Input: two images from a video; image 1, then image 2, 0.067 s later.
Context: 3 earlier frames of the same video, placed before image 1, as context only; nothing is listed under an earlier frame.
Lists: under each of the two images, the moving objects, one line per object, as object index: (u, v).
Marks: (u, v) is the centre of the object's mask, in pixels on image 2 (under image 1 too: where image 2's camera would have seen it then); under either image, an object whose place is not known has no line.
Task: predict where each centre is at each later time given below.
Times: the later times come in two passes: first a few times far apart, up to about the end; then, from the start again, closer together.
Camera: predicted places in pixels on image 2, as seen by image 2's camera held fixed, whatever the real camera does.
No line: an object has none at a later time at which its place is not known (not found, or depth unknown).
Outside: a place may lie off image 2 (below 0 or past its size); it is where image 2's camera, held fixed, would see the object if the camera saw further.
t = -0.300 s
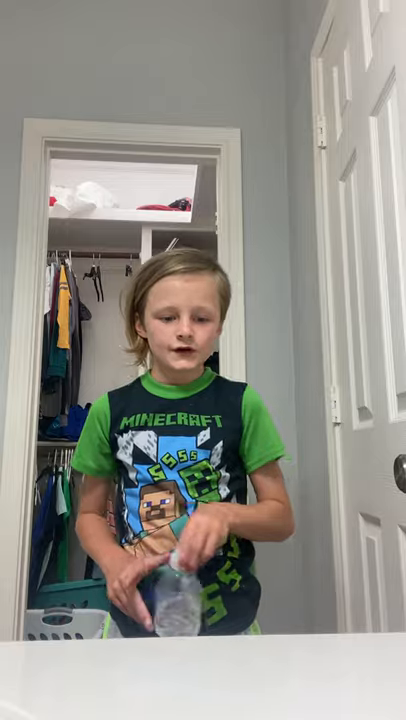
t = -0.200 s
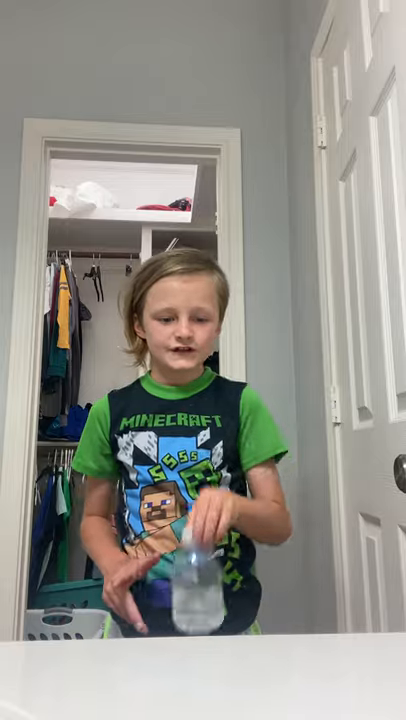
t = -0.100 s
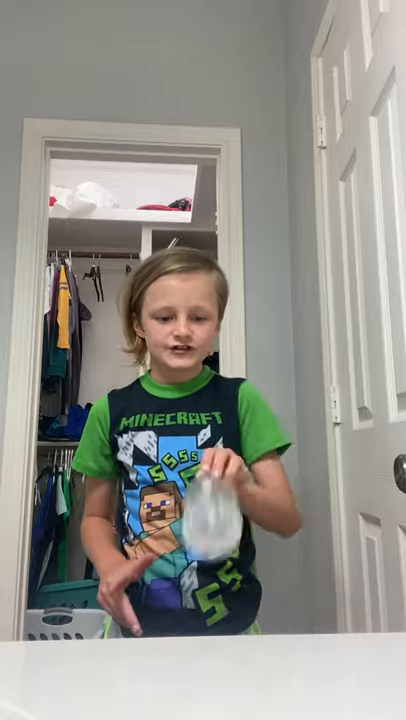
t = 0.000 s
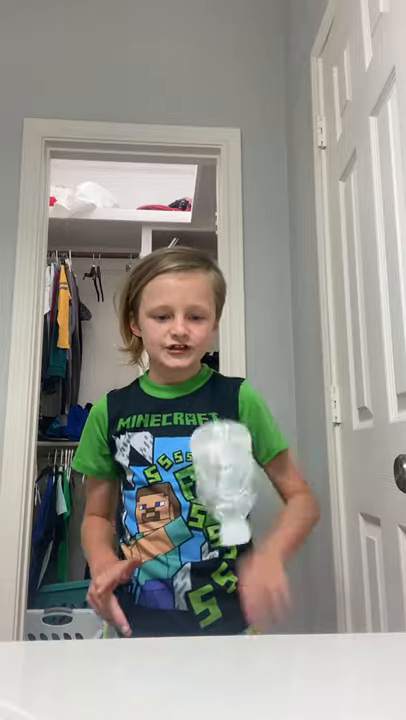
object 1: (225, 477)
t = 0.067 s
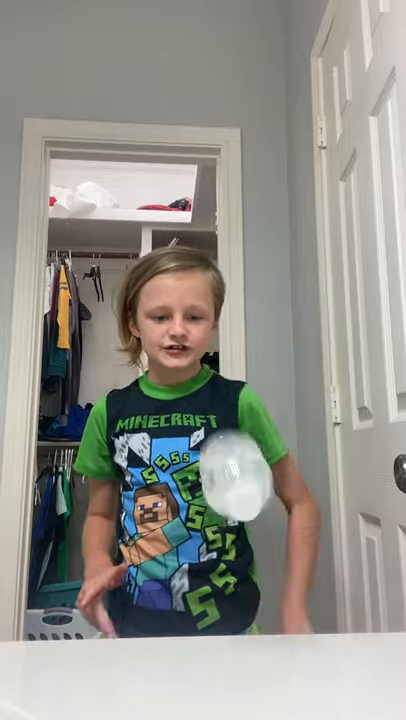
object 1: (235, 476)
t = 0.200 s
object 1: (262, 613)
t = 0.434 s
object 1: (308, 650)
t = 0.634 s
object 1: (354, 659)
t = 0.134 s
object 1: (249, 541)
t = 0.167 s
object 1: (256, 602)
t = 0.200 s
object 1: (262, 613)
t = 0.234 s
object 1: (268, 644)
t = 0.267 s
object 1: (269, 644)
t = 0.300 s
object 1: (272, 643)
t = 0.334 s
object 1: (279, 645)
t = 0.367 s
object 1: (288, 647)
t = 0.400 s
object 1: (298, 648)
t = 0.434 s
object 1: (308, 650)
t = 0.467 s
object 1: (317, 651)
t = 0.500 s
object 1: (323, 652)
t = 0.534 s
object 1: (332, 653)
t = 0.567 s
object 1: (342, 654)
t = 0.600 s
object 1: (350, 657)
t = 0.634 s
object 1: (354, 659)
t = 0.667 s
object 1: (357, 662)
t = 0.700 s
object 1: (359, 667)
